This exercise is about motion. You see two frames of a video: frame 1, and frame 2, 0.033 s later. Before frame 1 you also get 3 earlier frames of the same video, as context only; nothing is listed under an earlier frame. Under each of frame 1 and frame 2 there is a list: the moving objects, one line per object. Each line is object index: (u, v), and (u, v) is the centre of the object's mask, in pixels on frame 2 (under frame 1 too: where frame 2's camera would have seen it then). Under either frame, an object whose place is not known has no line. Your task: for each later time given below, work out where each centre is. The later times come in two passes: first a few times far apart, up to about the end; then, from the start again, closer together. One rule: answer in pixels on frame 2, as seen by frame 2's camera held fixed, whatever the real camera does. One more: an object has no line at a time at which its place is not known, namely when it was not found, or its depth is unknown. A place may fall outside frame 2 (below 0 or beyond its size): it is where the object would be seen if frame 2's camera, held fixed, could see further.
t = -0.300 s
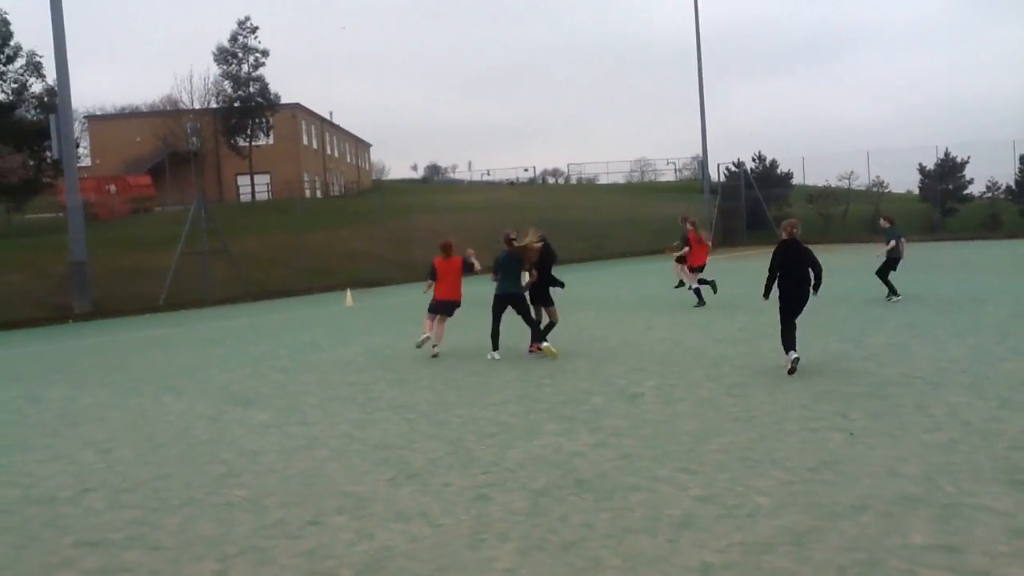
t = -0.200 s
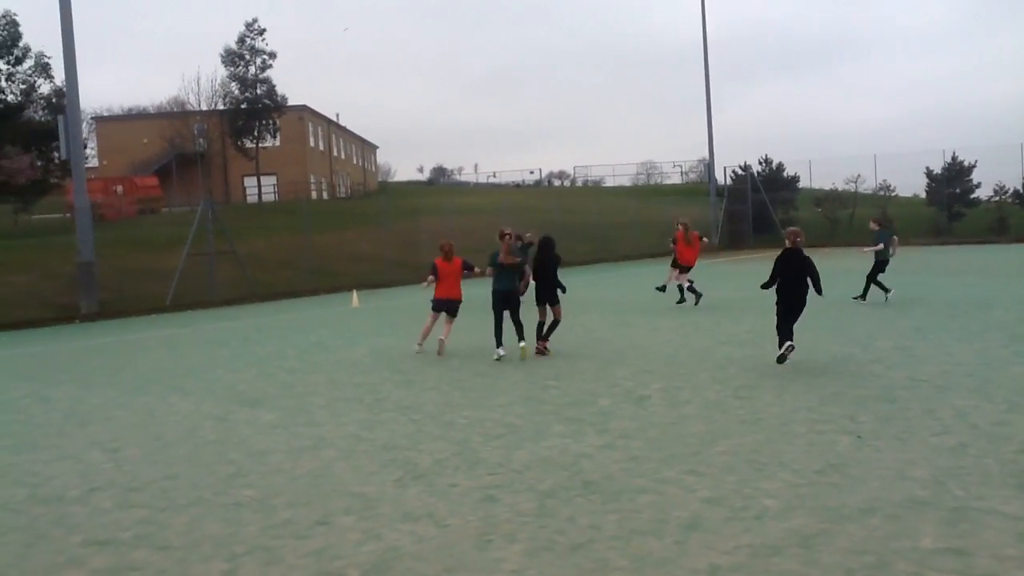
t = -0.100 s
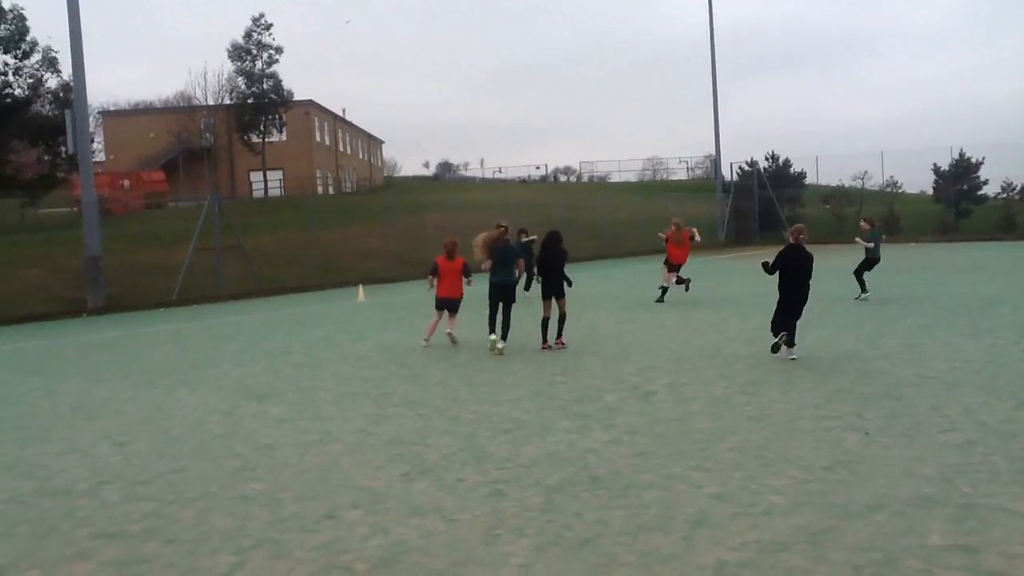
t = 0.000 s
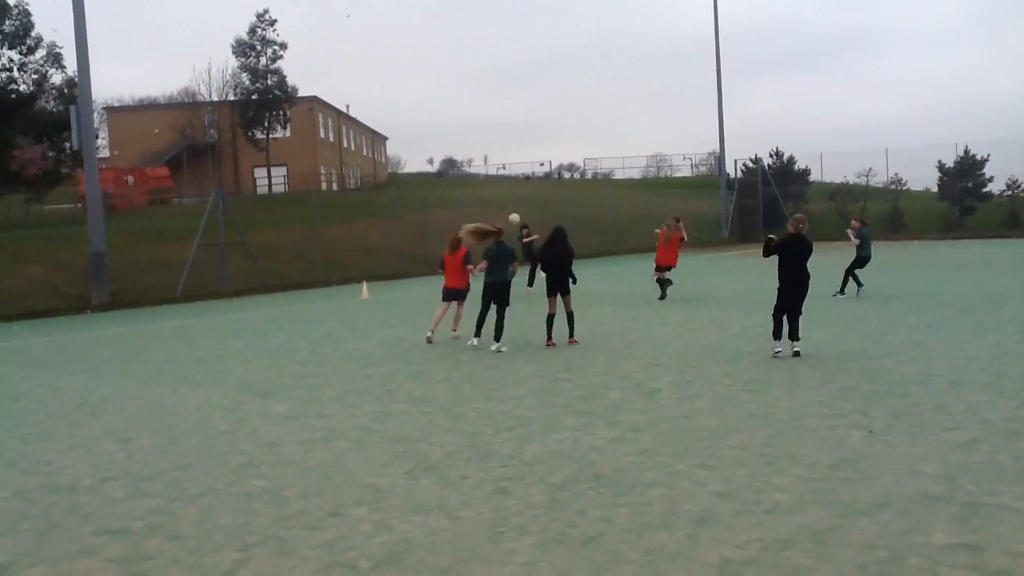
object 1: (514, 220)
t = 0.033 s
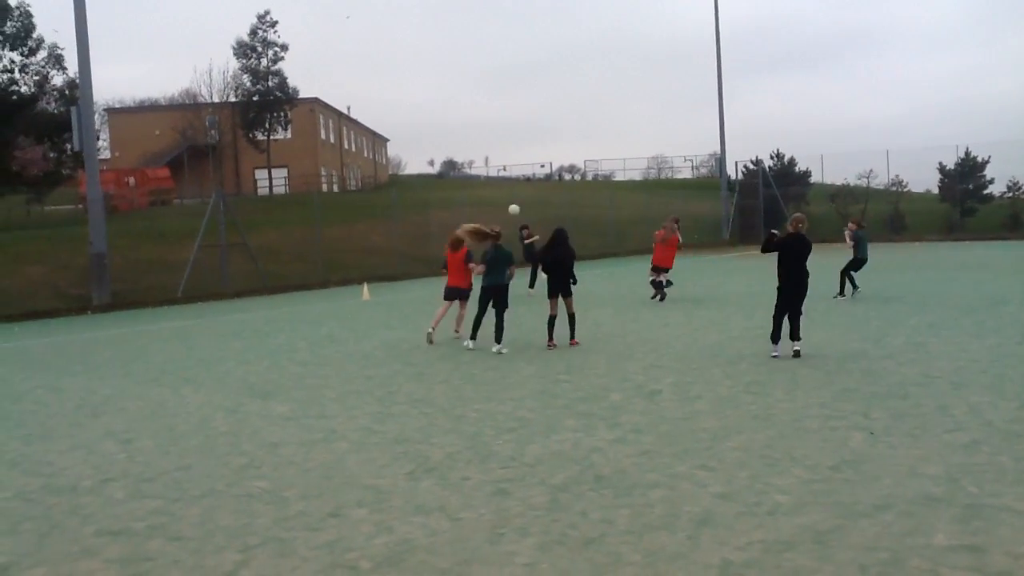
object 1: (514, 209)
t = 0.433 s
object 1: (498, 114)
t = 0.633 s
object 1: (490, 91)
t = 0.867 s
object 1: (479, 93)
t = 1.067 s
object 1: (468, 126)
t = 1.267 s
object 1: (456, 192)
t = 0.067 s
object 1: (512, 199)
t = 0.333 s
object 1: (503, 133)
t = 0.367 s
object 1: (501, 126)
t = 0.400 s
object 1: (500, 119)
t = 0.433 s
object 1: (498, 114)
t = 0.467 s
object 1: (497, 108)
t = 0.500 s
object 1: (495, 104)
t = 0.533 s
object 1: (494, 100)
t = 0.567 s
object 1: (493, 96)
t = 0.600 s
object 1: (491, 93)
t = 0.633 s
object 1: (490, 91)
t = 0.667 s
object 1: (488, 89)
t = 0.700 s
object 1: (487, 88)
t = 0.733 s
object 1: (485, 88)
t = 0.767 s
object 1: (484, 88)
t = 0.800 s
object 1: (482, 89)
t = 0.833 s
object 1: (481, 91)
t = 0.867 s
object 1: (479, 93)
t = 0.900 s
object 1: (477, 96)
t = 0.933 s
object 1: (475, 100)
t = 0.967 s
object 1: (473, 104)
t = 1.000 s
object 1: (472, 111)
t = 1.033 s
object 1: (470, 118)
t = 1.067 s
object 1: (468, 126)
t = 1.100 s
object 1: (466, 134)
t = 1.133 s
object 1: (465, 143)
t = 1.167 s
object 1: (463, 154)
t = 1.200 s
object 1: (463, 164)
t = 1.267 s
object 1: (456, 192)
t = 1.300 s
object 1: (454, 207)
